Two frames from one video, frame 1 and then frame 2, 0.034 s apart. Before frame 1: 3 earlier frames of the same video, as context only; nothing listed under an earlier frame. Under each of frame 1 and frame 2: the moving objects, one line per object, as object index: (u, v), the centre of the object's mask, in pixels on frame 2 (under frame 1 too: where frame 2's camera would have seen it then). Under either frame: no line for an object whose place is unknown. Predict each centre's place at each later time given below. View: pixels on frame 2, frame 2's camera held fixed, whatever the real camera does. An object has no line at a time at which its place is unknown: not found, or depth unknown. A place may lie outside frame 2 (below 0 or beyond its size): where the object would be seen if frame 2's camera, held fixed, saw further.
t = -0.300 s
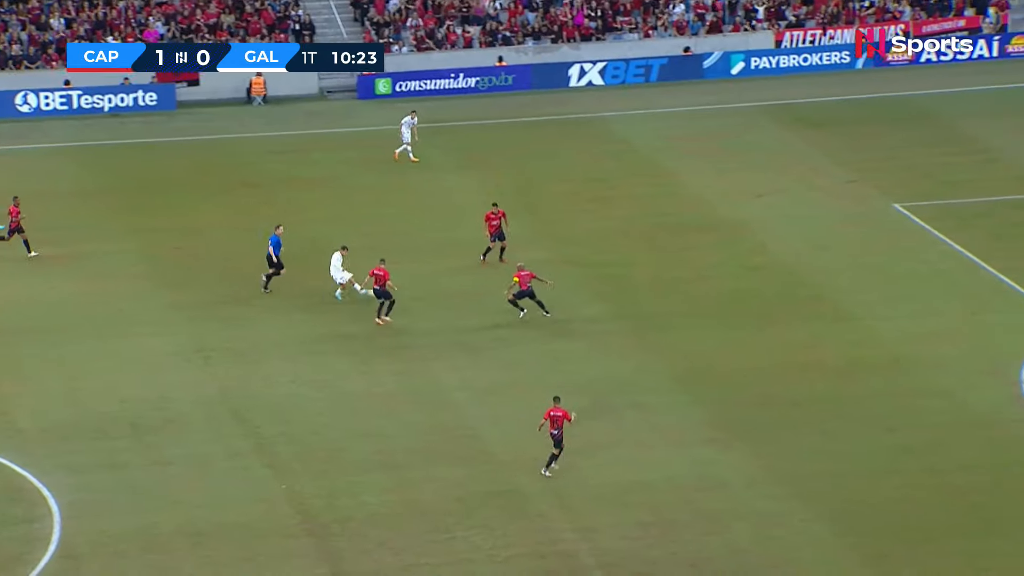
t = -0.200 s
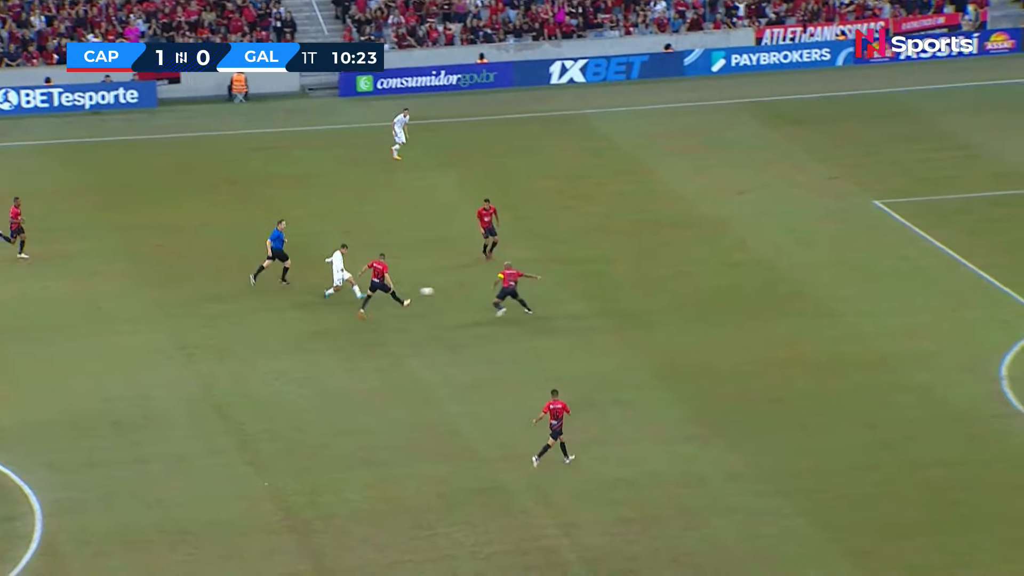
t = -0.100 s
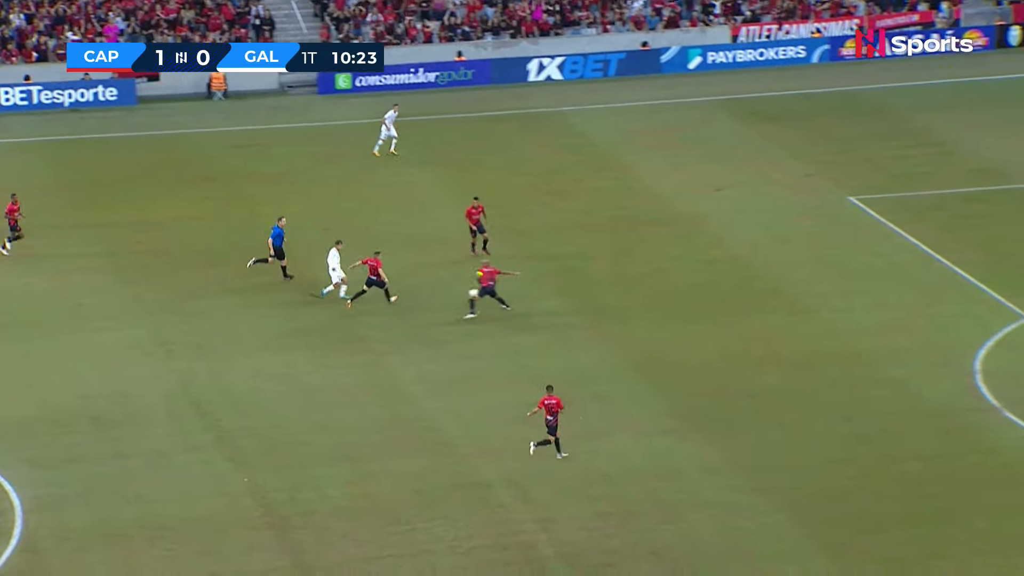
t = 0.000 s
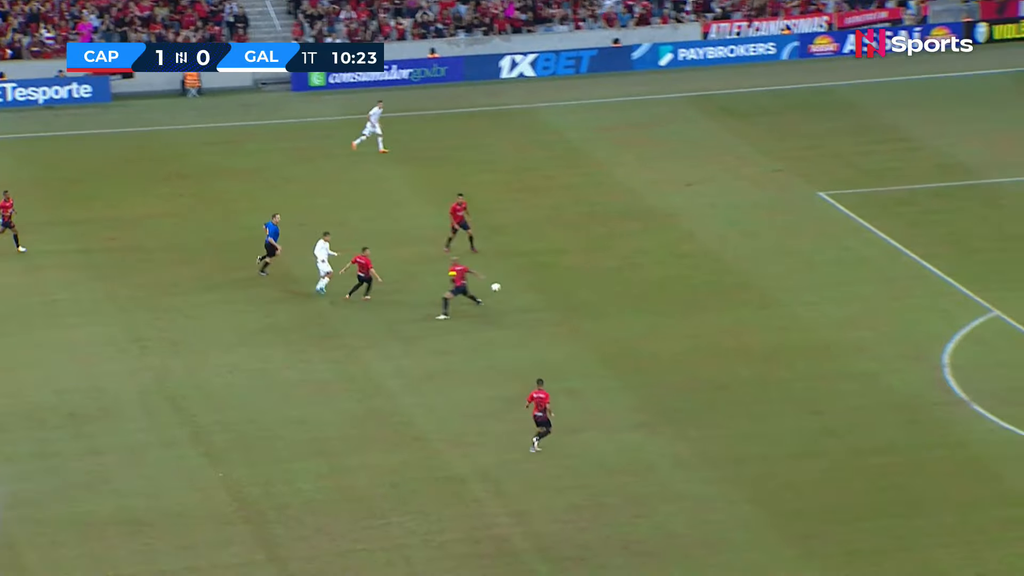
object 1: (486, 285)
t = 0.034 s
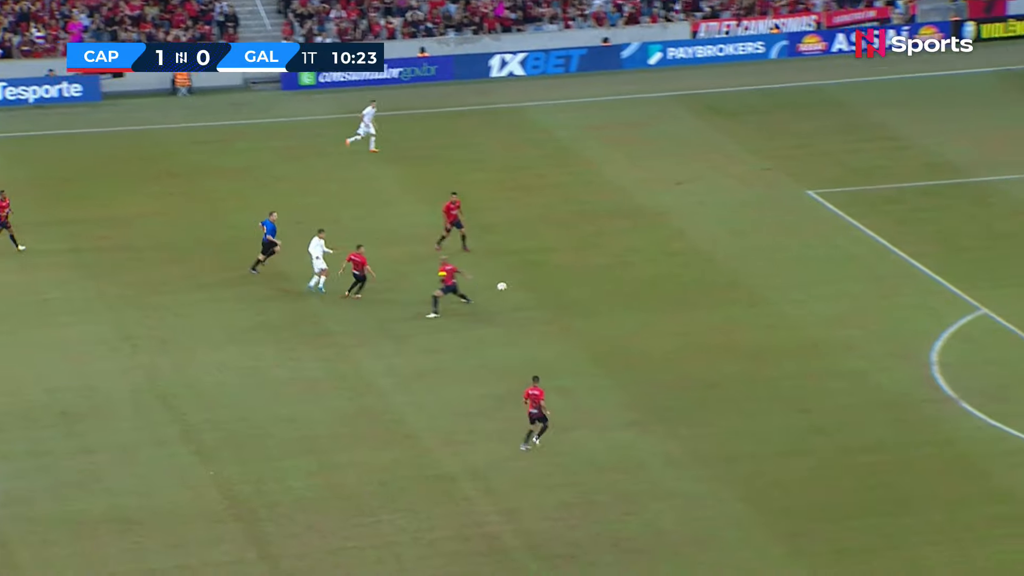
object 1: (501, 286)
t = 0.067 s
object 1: (518, 287)
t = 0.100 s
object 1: (534, 289)
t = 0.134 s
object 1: (550, 292)
